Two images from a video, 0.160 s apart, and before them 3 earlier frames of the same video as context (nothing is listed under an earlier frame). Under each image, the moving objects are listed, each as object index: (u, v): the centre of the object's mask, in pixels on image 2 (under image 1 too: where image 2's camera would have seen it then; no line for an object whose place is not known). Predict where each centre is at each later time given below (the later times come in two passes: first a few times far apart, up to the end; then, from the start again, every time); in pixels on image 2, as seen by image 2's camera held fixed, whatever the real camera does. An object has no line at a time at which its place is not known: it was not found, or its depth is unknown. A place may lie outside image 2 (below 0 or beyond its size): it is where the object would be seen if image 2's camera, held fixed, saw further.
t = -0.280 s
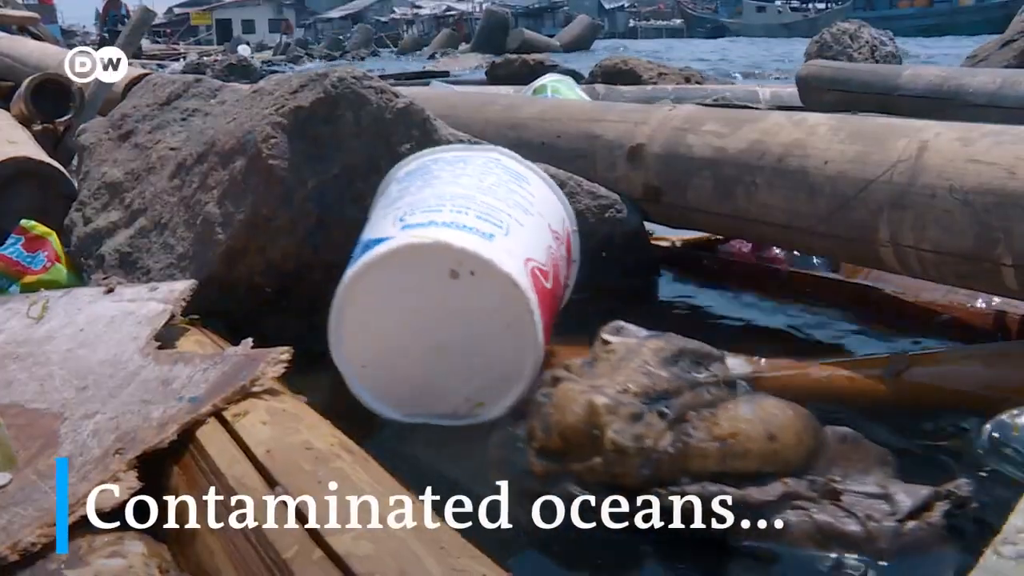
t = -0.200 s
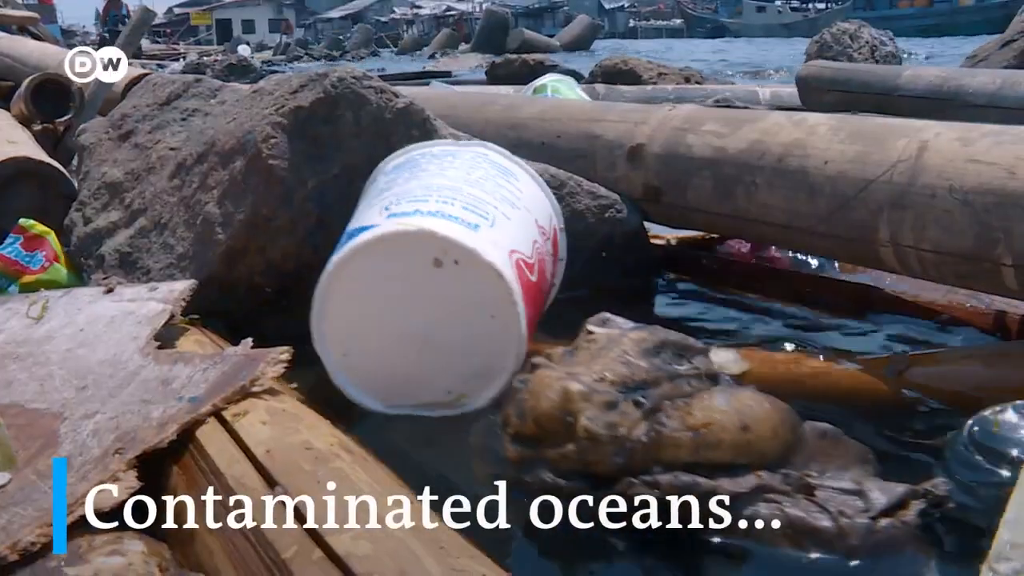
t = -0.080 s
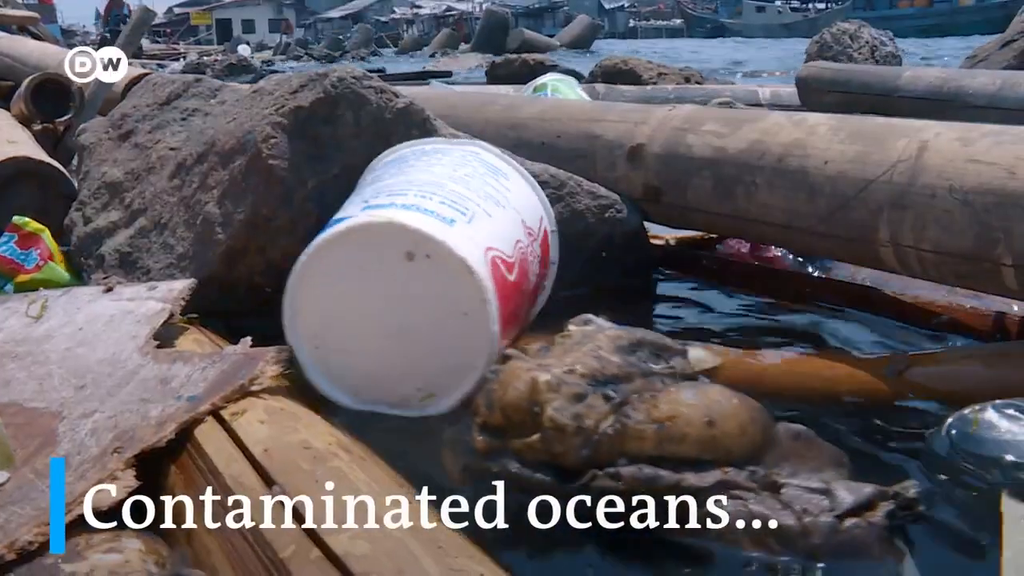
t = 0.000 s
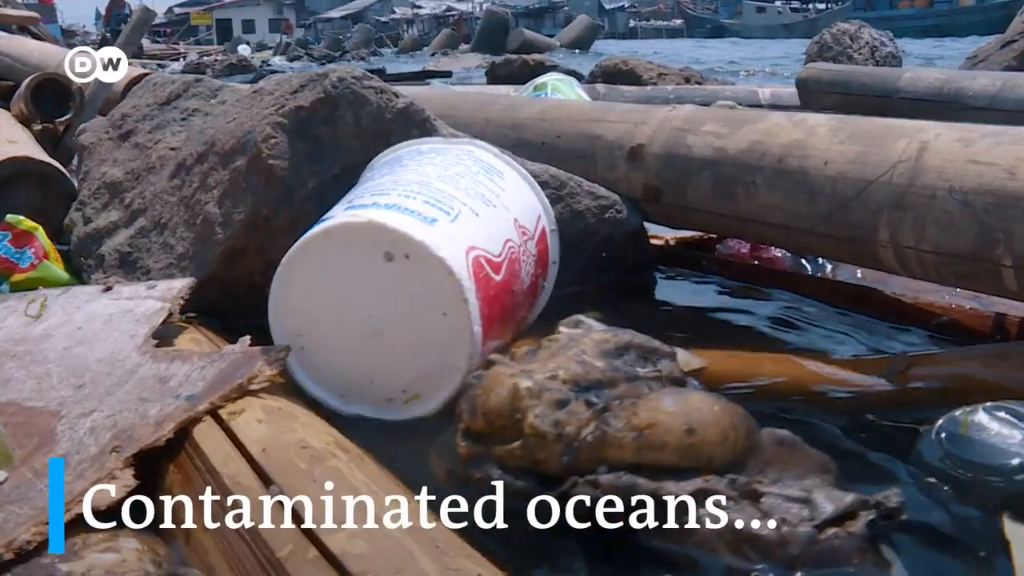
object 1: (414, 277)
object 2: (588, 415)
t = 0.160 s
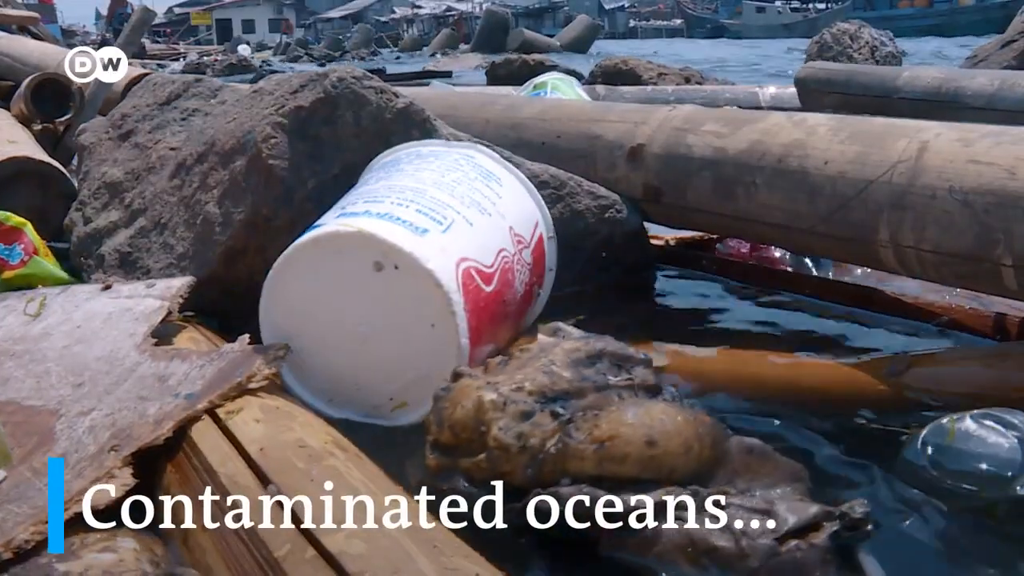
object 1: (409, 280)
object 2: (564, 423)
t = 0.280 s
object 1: (408, 280)
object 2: (560, 425)
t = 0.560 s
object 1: (408, 282)
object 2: (556, 428)
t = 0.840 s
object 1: (408, 284)
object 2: (554, 430)
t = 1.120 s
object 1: (410, 288)
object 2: (560, 434)
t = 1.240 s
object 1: (412, 290)
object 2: (563, 434)
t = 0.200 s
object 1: (409, 281)
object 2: (562, 424)
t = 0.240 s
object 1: (408, 281)
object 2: (560, 425)
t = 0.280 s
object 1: (408, 280)
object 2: (560, 425)
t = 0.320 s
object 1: (408, 281)
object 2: (559, 426)
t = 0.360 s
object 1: (408, 281)
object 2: (557, 426)
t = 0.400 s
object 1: (408, 282)
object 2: (556, 426)
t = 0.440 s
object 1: (408, 282)
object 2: (556, 427)
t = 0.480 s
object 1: (408, 282)
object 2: (556, 427)
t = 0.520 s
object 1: (408, 282)
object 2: (556, 428)
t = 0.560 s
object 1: (408, 282)
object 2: (556, 428)
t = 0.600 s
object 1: (408, 281)
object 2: (554, 428)
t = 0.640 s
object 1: (408, 281)
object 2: (553, 428)
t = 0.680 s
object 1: (408, 281)
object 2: (553, 428)
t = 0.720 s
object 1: (408, 282)
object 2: (553, 428)
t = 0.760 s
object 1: (408, 282)
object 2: (554, 429)
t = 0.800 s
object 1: (408, 283)
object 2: (554, 429)
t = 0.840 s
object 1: (408, 284)
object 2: (554, 430)
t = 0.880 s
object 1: (409, 284)
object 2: (554, 431)
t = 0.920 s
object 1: (409, 285)
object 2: (555, 431)
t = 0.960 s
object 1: (409, 286)
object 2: (555, 432)
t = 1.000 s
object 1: (410, 286)
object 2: (555, 433)
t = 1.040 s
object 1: (410, 287)
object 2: (557, 433)
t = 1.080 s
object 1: (410, 288)
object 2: (559, 434)
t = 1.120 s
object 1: (410, 288)
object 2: (560, 434)
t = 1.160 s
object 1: (411, 289)
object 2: (561, 434)
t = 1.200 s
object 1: (411, 289)
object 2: (562, 435)
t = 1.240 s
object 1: (412, 290)
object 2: (563, 434)
